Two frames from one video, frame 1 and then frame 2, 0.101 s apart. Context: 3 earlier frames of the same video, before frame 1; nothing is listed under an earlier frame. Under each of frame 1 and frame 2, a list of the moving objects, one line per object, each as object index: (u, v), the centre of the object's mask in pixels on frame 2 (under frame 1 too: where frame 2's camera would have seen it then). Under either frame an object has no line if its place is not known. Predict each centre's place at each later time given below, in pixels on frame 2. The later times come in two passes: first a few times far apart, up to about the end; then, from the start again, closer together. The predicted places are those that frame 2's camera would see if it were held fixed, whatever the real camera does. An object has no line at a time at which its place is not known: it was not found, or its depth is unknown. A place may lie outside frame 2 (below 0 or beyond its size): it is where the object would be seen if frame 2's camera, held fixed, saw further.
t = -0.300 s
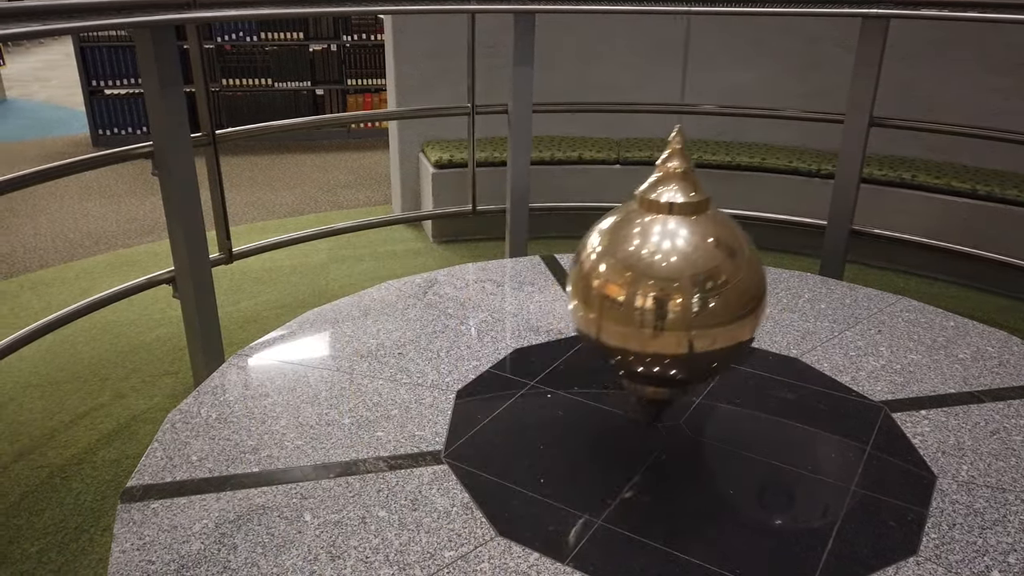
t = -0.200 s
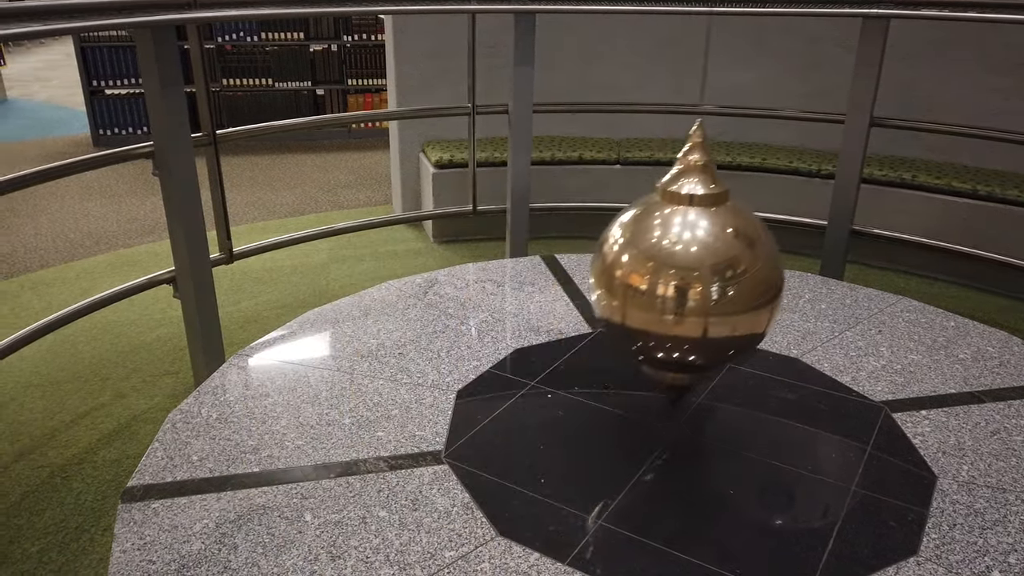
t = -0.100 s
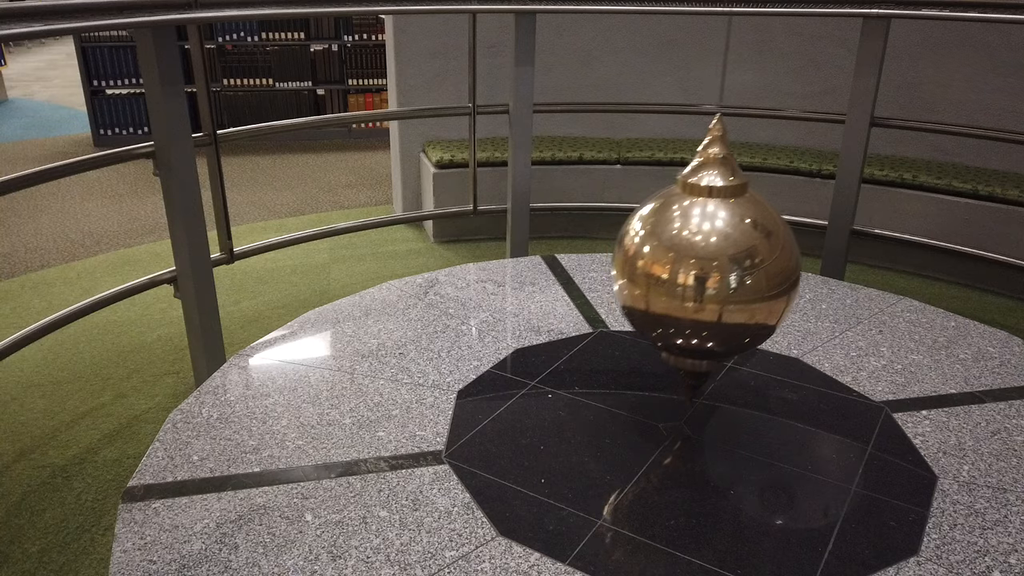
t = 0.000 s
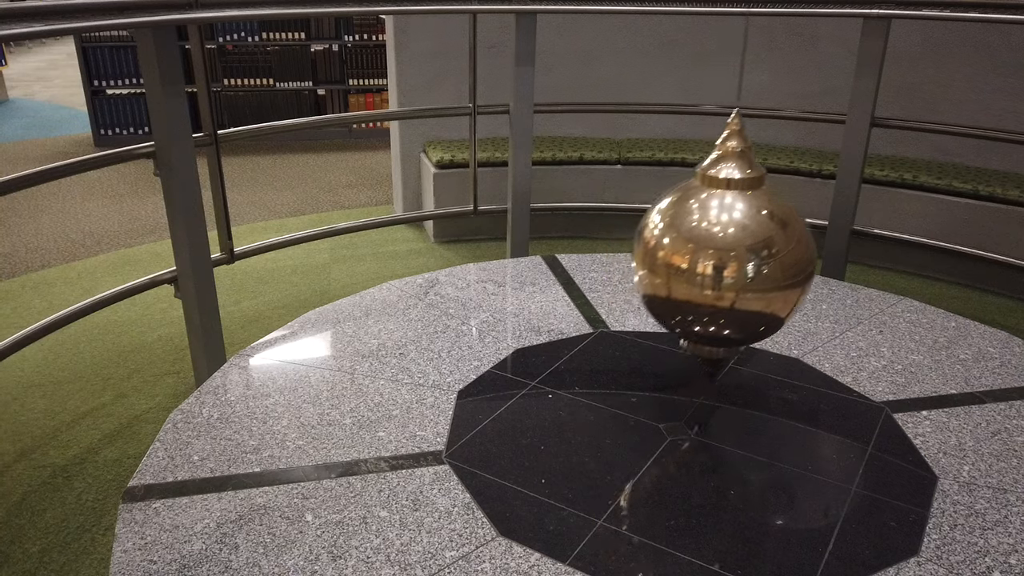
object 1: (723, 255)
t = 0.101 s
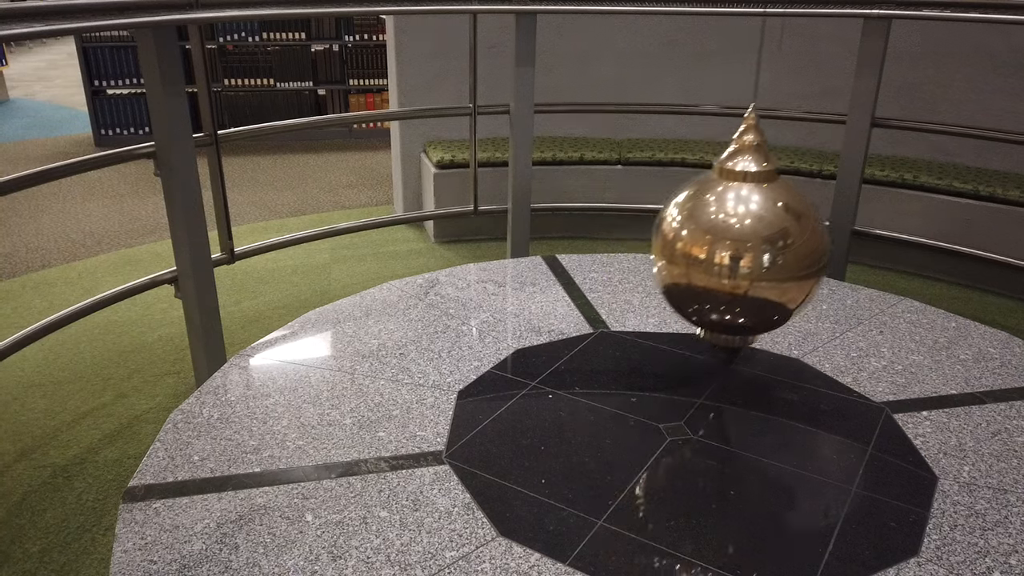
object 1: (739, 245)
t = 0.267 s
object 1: (764, 232)
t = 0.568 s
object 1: (798, 211)
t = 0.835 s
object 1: (821, 197)
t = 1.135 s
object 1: (837, 186)
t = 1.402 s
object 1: (844, 181)
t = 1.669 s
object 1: (844, 180)
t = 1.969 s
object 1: (837, 186)
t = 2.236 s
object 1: (821, 196)
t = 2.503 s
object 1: (798, 211)
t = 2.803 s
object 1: (763, 232)
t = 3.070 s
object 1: (722, 256)
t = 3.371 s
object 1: (665, 288)
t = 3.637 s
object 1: (606, 318)
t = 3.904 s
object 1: (539, 353)
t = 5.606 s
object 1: (451, 394)
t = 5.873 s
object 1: (516, 364)
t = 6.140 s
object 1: (582, 325)
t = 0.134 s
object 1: (744, 242)
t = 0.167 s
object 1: (749, 240)
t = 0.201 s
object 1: (754, 237)
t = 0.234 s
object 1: (760, 234)
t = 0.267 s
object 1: (764, 232)
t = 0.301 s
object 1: (768, 229)
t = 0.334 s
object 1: (772, 227)
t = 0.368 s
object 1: (776, 225)
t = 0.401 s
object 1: (780, 222)
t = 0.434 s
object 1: (784, 219)
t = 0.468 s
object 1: (788, 217)
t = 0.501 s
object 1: (792, 215)
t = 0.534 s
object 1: (795, 213)
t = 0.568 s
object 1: (798, 211)
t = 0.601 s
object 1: (802, 209)
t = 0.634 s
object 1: (805, 207)
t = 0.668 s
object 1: (808, 205)
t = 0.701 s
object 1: (811, 203)
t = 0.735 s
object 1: (813, 202)
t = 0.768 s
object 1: (816, 200)
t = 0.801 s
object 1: (818, 199)
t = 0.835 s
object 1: (821, 197)
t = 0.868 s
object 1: (823, 196)
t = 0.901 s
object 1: (825, 194)
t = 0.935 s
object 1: (827, 192)
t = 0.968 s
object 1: (829, 191)
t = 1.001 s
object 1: (831, 190)
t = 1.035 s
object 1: (832, 189)
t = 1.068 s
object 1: (834, 188)
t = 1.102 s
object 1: (836, 187)
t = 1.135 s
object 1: (837, 186)
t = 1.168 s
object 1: (838, 185)
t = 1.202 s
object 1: (839, 184)
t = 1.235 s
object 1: (841, 183)
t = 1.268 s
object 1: (842, 182)
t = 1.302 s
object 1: (842, 182)
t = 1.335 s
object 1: (843, 181)
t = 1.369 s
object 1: (844, 181)
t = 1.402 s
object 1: (844, 181)
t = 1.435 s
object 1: (845, 180)
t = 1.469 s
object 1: (845, 180)
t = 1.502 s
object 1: (845, 180)
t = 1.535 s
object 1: (845, 180)
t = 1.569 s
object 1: (845, 180)
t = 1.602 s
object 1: (845, 180)
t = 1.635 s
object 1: (845, 180)
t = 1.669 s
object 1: (844, 180)
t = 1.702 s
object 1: (844, 181)
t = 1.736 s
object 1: (843, 181)
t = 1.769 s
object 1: (843, 181)
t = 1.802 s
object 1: (842, 182)
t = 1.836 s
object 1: (841, 183)
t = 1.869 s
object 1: (840, 184)
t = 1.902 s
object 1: (839, 184)
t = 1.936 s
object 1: (838, 185)
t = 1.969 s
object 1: (837, 186)
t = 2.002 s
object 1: (835, 187)
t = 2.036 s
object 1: (833, 188)
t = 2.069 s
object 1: (831, 189)
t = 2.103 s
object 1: (830, 191)
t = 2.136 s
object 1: (828, 192)
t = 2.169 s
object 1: (825, 194)
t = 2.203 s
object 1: (823, 195)
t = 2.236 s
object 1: (821, 196)
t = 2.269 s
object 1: (818, 199)
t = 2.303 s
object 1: (816, 200)
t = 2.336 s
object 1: (814, 202)
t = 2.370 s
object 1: (811, 203)
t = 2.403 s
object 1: (808, 205)
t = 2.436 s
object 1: (805, 207)
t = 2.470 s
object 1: (802, 209)
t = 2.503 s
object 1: (798, 211)
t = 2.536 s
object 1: (795, 213)
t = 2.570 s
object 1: (791, 216)
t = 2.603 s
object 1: (788, 218)
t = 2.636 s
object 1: (784, 220)
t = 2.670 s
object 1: (779, 223)
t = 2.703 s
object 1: (775, 224)
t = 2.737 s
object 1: (771, 227)
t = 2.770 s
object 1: (767, 230)
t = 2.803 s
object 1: (763, 232)
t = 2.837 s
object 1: (758, 235)
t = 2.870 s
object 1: (753, 238)
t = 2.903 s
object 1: (748, 241)
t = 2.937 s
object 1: (743, 243)
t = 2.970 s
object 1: (737, 247)
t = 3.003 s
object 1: (732, 250)
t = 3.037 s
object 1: (727, 253)
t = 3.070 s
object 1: (722, 256)
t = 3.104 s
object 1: (716, 259)
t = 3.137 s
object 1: (710, 262)
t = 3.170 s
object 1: (704, 266)
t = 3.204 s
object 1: (698, 270)
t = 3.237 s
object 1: (692, 274)
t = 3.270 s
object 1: (685, 278)
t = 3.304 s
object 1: (678, 282)
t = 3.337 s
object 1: (672, 284)
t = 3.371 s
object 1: (665, 288)
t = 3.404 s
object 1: (659, 291)
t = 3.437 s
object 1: (651, 294)
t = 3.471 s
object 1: (644, 298)
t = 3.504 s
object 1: (636, 301)
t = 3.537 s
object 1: (629, 306)
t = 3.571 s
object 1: (621, 310)
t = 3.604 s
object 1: (614, 314)
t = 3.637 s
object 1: (606, 318)
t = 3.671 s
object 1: (598, 322)
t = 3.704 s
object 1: (590, 326)
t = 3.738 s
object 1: (581, 330)
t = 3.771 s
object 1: (573, 334)
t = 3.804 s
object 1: (565, 339)
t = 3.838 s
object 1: (556, 343)
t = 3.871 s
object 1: (548, 348)
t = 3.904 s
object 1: (539, 353)
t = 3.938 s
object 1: (531, 357)
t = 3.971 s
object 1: (522, 362)
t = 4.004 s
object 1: (513, 366)
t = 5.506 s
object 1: (429, 404)
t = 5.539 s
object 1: (436, 401)
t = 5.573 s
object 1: (443, 398)
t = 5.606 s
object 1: (451, 394)
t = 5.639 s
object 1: (459, 391)
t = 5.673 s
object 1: (467, 387)
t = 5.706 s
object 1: (475, 383)
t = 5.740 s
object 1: (484, 377)
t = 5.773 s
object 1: (491, 374)
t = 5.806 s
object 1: (499, 370)
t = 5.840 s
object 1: (508, 366)
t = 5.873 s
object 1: (516, 364)
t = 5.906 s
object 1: (525, 358)
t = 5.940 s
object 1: (534, 355)
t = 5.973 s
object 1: (541, 349)
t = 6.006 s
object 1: (551, 347)
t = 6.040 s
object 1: (559, 341)
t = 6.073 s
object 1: (566, 334)
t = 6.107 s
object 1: (574, 330)
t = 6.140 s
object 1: (582, 325)
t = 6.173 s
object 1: (591, 323)
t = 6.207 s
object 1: (600, 320)
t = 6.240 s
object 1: (608, 316)
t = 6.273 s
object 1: (616, 312)
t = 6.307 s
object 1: (624, 307)
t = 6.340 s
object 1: (631, 304)
